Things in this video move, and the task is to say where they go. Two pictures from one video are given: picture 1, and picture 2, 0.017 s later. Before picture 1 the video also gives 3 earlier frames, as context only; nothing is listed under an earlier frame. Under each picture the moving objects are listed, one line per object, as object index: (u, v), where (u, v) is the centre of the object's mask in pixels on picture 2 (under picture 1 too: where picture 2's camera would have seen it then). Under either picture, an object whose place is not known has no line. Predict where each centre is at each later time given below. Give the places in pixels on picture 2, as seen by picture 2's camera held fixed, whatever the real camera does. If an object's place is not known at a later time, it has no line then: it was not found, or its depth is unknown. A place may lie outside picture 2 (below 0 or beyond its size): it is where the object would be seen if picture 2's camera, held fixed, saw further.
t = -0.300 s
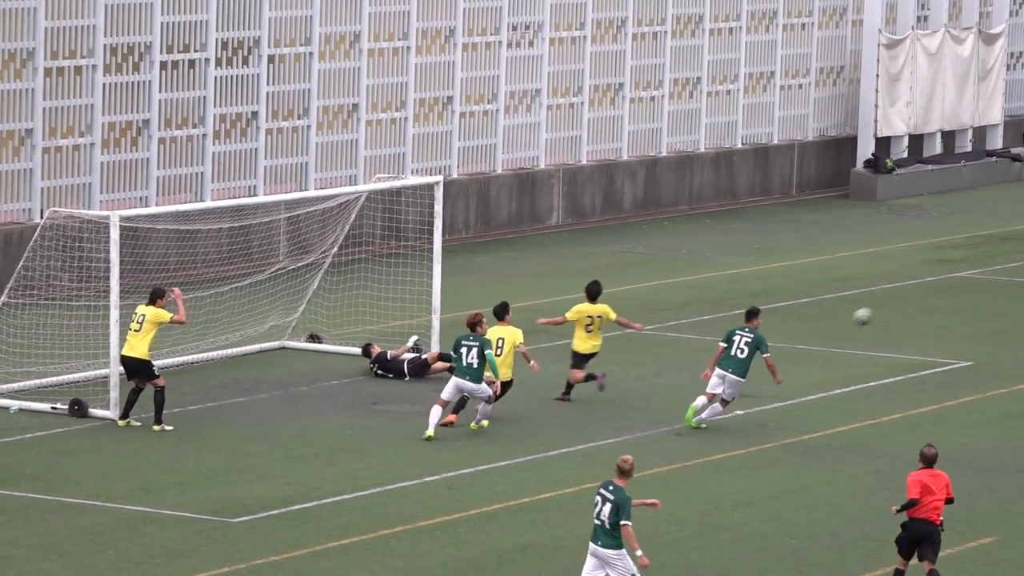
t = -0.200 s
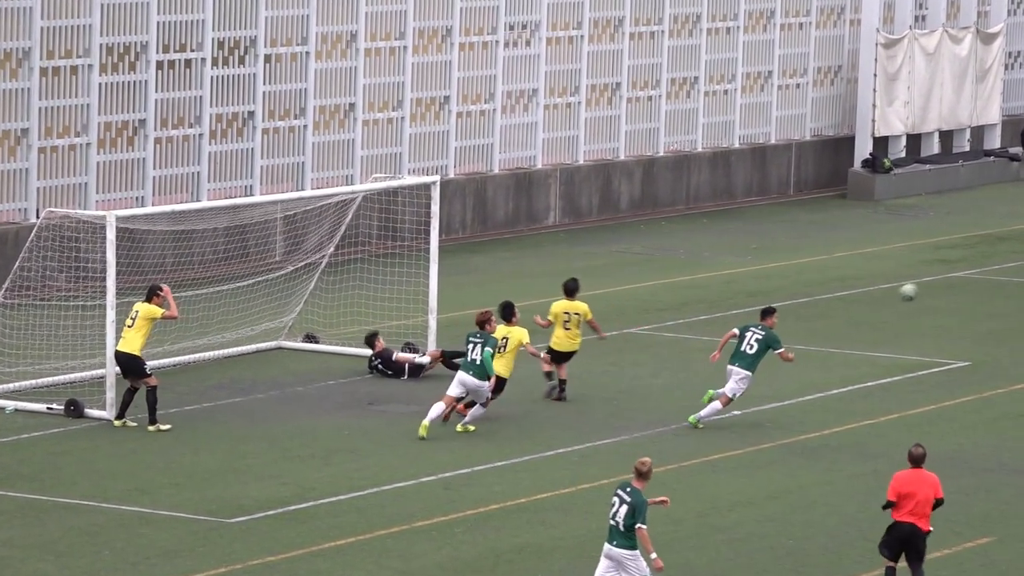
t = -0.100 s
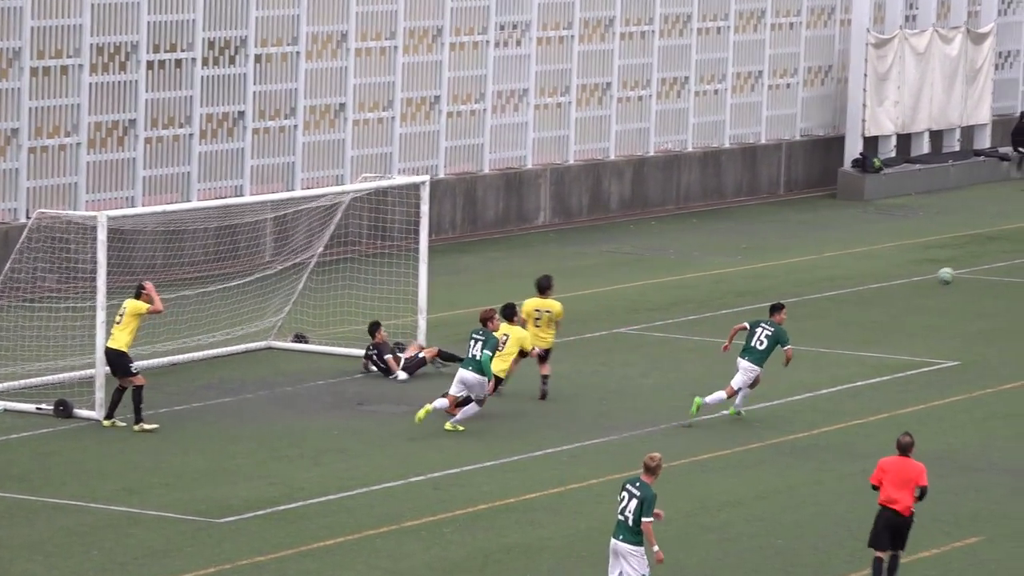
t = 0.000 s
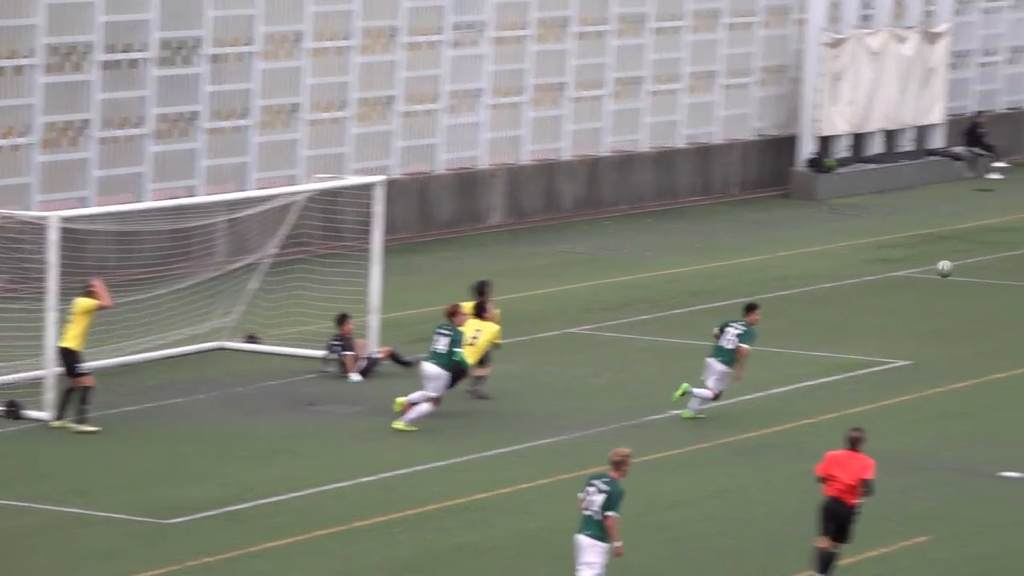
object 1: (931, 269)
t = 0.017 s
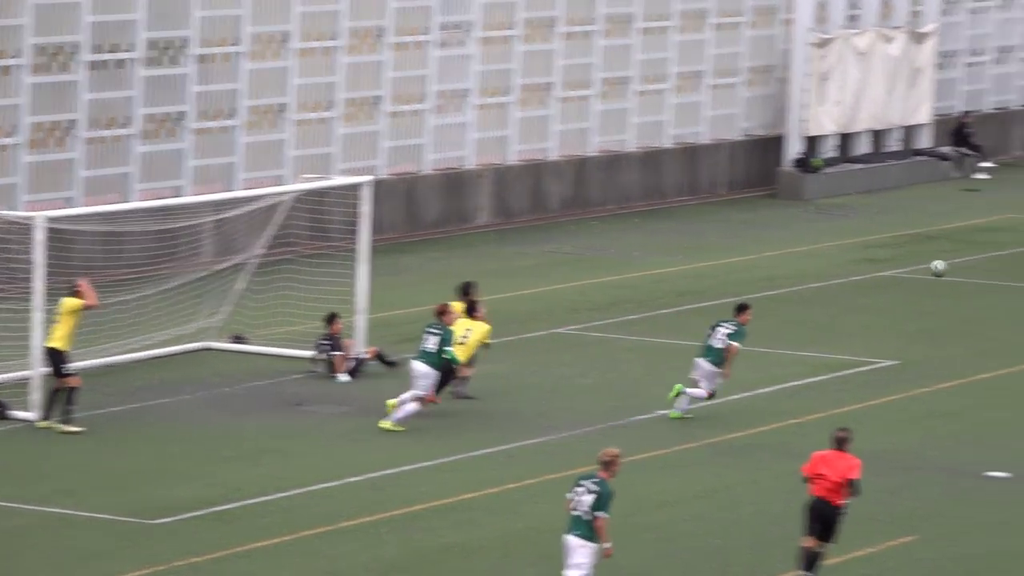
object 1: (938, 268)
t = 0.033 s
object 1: (949, 268)
